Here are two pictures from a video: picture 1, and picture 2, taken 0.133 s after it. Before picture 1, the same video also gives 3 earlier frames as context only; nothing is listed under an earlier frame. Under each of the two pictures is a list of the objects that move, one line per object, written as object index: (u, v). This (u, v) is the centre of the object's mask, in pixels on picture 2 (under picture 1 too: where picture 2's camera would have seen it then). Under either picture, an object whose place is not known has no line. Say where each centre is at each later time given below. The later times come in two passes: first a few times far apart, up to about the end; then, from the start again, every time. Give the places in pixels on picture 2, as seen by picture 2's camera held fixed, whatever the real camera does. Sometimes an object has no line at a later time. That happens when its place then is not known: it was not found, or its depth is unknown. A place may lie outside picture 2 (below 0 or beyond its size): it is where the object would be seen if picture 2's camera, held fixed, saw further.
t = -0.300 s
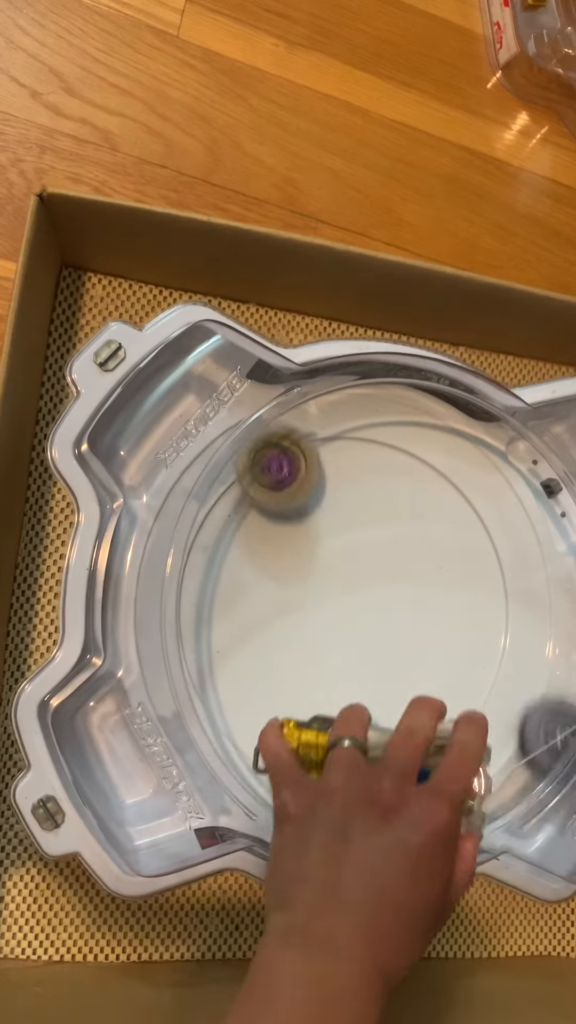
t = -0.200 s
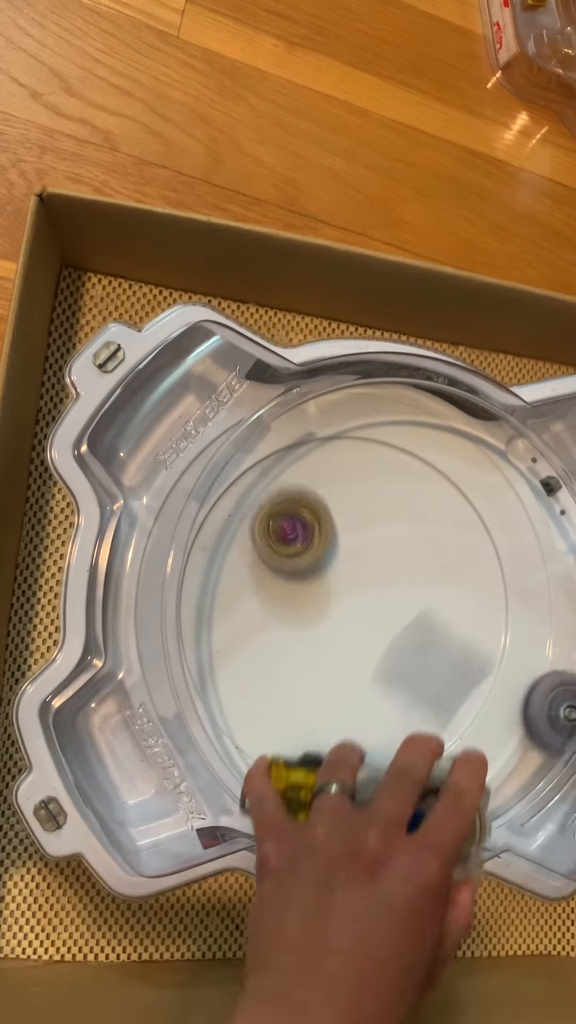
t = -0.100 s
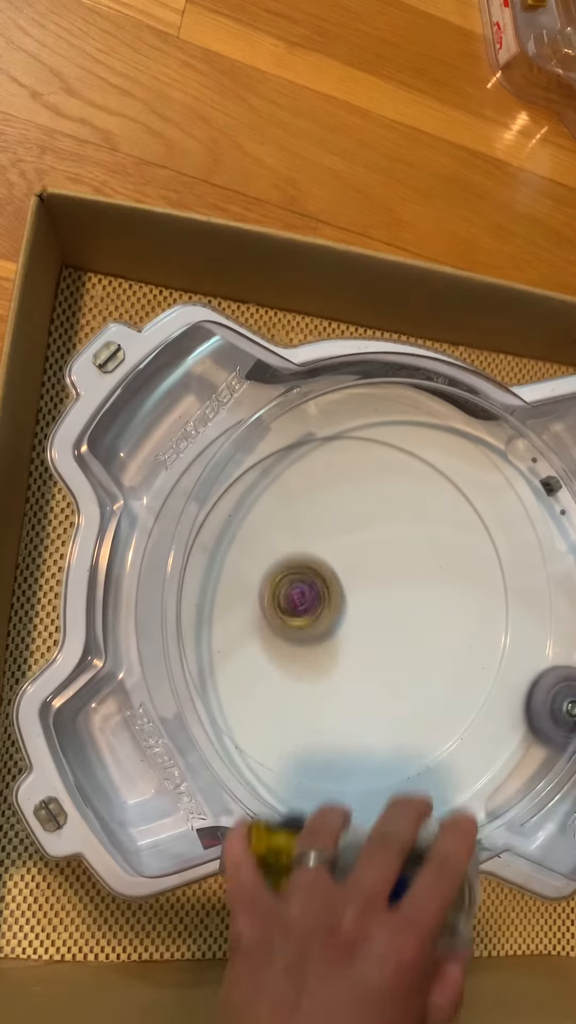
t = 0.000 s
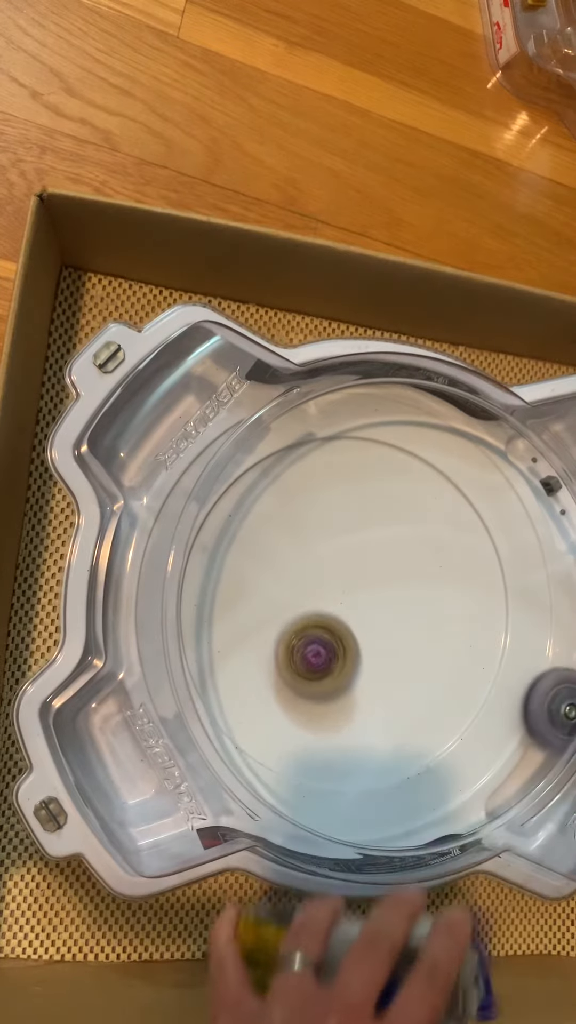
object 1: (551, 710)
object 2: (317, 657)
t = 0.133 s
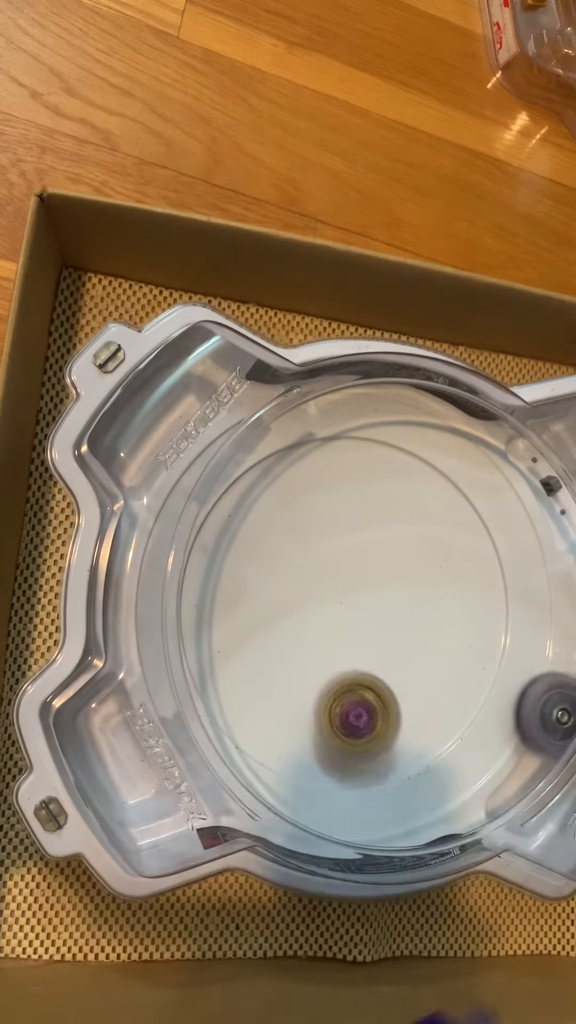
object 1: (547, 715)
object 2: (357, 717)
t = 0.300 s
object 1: (503, 760)
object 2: (415, 746)
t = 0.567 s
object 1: (340, 686)
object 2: (237, 689)
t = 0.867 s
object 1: (501, 549)
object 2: (324, 585)
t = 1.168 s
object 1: (330, 726)
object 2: (338, 518)
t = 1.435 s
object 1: (350, 500)
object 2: (243, 438)
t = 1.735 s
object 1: (438, 697)
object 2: (164, 436)
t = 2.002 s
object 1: (261, 580)
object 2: (139, 457)
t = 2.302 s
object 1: (462, 544)
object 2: (147, 449)
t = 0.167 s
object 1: (546, 715)
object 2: (369, 728)
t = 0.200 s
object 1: (544, 718)
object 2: (382, 736)
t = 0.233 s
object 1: (540, 724)
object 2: (394, 741)
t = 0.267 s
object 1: (531, 737)
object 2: (405, 744)
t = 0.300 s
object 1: (503, 760)
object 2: (415, 746)
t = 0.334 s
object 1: (490, 776)
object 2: (391, 748)
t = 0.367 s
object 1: (477, 791)
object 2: (360, 752)
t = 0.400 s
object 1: (463, 785)
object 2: (325, 754)
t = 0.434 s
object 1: (440, 768)
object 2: (295, 754)
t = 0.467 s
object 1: (419, 755)
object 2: (271, 747)
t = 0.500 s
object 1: (391, 739)
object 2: (254, 733)
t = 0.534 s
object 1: (360, 715)
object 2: (243, 713)
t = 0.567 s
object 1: (340, 686)
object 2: (237, 689)
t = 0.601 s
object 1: (328, 650)
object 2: (237, 668)
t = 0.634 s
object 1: (326, 611)
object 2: (241, 647)
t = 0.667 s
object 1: (335, 577)
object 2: (248, 627)
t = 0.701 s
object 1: (355, 547)
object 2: (259, 611)
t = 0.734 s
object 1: (382, 526)
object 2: (270, 599)
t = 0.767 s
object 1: (414, 515)
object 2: (283, 591)
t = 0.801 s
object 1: (449, 517)
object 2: (296, 586)
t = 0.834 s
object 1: (480, 525)
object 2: (310, 584)
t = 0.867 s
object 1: (501, 549)
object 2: (324, 585)
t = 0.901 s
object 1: (510, 581)
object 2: (336, 588)
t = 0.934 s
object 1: (504, 623)
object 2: (347, 592)
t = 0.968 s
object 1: (492, 654)
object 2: (356, 598)
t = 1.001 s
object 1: (473, 676)
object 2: (364, 603)
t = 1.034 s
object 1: (444, 689)
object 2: (370, 609)
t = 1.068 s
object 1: (411, 693)
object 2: (373, 613)
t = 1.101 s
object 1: (388, 719)
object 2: (362, 582)
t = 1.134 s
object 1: (361, 731)
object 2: (351, 551)
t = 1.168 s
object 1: (330, 726)
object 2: (338, 518)
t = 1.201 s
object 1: (302, 701)
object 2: (327, 490)
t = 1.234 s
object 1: (281, 674)
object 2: (313, 467)
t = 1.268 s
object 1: (268, 640)
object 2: (301, 452)
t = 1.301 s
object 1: (266, 602)
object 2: (290, 447)
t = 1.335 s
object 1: (275, 566)
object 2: (270, 432)
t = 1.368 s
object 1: (293, 535)
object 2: (259, 433)
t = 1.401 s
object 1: (320, 513)
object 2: (250, 436)
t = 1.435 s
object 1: (350, 500)
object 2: (243, 438)
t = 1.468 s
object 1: (382, 498)
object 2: (238, 439)
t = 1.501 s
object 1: (414, 507)
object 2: (225, 433)
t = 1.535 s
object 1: (440, 525)
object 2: (220, 426)
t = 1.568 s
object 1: (461, 550)
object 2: (212, 418)
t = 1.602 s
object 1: (474, 577)
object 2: (203, 408)
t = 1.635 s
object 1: (478, 608)
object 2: (197, 404)
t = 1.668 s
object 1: (474, 640)
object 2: (190, 410)
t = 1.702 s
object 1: (461, 670)
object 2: (168, 413)
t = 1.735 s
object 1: (438, 697)
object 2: (164, 436)
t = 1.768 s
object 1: (408, 715)
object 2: (140, 455)
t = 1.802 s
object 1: (374, 728)
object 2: (137, 467)
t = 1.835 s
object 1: (340, 723)
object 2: (143, 469)
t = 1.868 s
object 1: (311, 704)
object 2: (144, 460)
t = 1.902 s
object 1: (287, 680)
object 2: (144, 459)
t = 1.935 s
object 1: (269, 649)
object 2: (145, 456)
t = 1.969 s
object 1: (260, 615)
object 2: (144, 454)
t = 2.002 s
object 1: (261, 580)
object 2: (139, 457)
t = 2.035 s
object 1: (270, 547)
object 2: (142, 454)
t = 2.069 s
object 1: (289, 519)
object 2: (146, 455)
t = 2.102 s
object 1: (313, 499)
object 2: (145, 452)
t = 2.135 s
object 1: (342, 487)
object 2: (145, 454)
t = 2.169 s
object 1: (371, 484)
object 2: (142, 453)
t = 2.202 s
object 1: (400, 489)
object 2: (141, 453)
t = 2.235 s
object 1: (425, 501)
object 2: (142, 452)
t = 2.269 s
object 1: (447, 520)
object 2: (146, 450)
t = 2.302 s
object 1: (462, 544)
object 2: (147, 449)
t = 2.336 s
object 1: (470, 573)
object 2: (149, 449)
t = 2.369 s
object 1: (472, 603)
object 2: (148, 441)
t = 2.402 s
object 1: (464, 636)
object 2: (148, 449)
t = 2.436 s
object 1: (449, 665)
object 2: (147, 449)
